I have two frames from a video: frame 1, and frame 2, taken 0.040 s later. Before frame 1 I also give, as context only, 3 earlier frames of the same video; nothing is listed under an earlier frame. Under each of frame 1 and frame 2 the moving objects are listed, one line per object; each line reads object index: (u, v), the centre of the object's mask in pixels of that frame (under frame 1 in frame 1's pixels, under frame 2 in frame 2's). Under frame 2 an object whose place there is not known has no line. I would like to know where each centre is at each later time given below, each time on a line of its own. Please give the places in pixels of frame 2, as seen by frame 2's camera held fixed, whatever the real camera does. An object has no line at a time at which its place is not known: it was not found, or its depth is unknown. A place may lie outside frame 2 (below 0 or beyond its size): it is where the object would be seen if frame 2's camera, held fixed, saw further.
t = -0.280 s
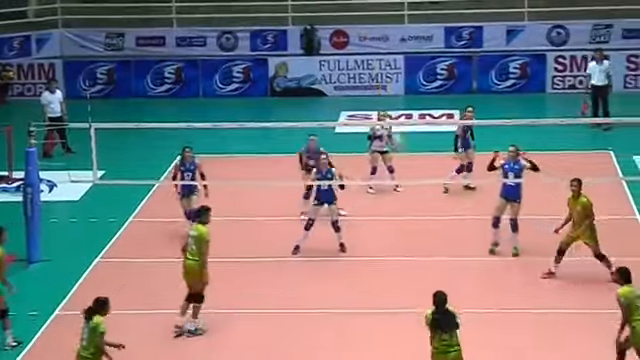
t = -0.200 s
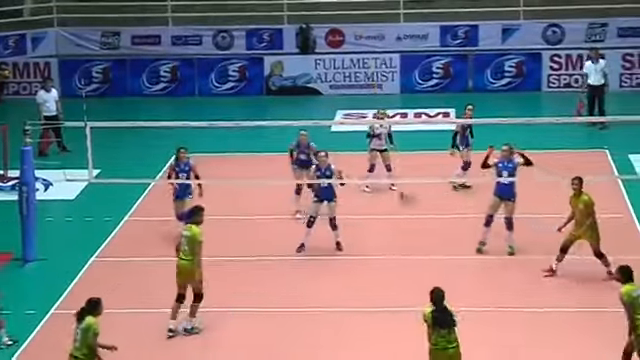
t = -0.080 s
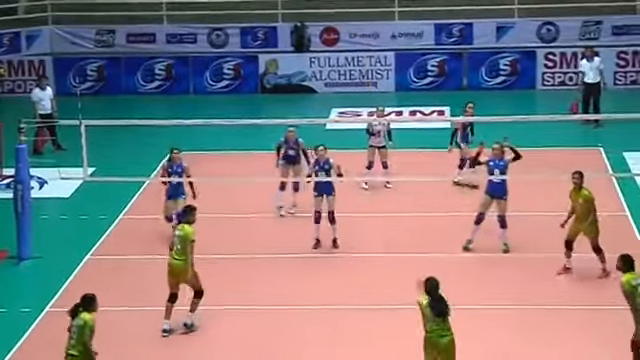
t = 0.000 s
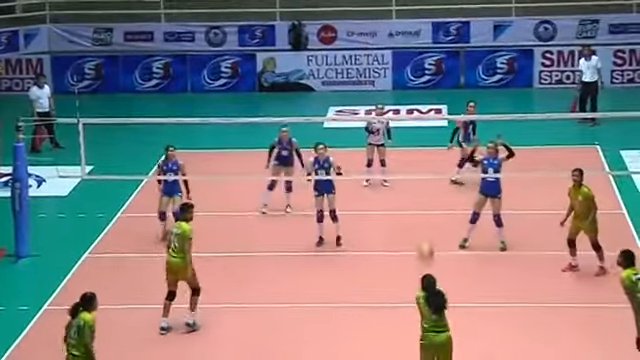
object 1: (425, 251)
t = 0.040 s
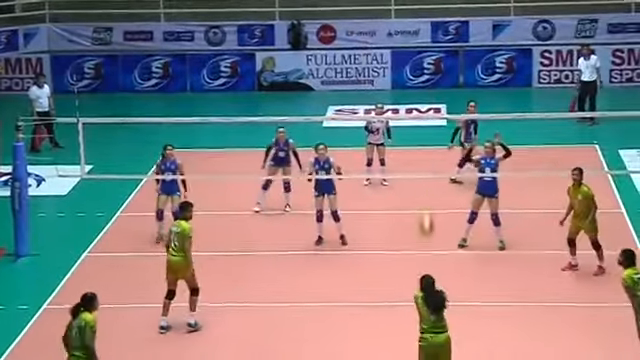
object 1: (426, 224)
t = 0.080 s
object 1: (428, 201)
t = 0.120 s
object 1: (430, 181)
